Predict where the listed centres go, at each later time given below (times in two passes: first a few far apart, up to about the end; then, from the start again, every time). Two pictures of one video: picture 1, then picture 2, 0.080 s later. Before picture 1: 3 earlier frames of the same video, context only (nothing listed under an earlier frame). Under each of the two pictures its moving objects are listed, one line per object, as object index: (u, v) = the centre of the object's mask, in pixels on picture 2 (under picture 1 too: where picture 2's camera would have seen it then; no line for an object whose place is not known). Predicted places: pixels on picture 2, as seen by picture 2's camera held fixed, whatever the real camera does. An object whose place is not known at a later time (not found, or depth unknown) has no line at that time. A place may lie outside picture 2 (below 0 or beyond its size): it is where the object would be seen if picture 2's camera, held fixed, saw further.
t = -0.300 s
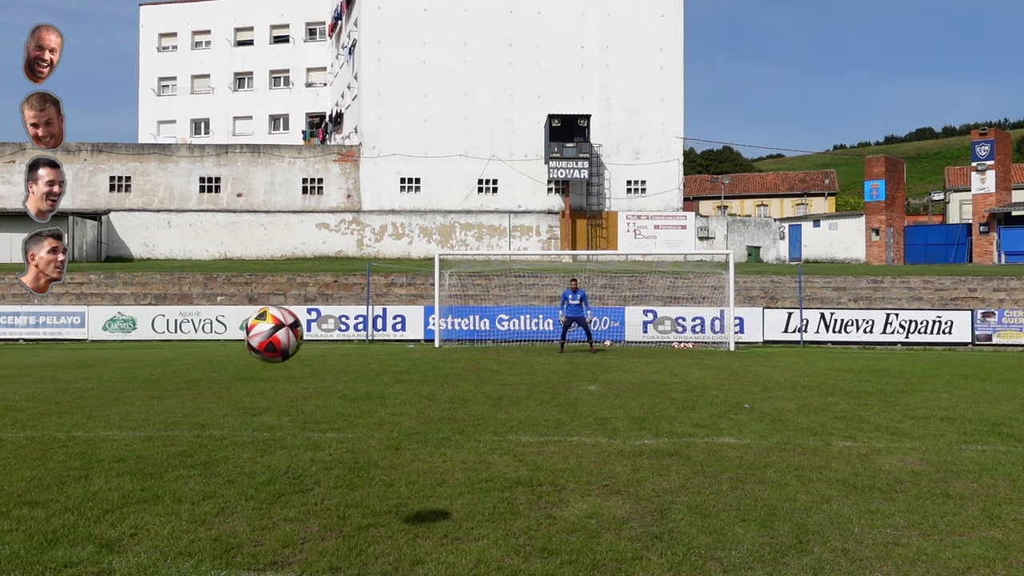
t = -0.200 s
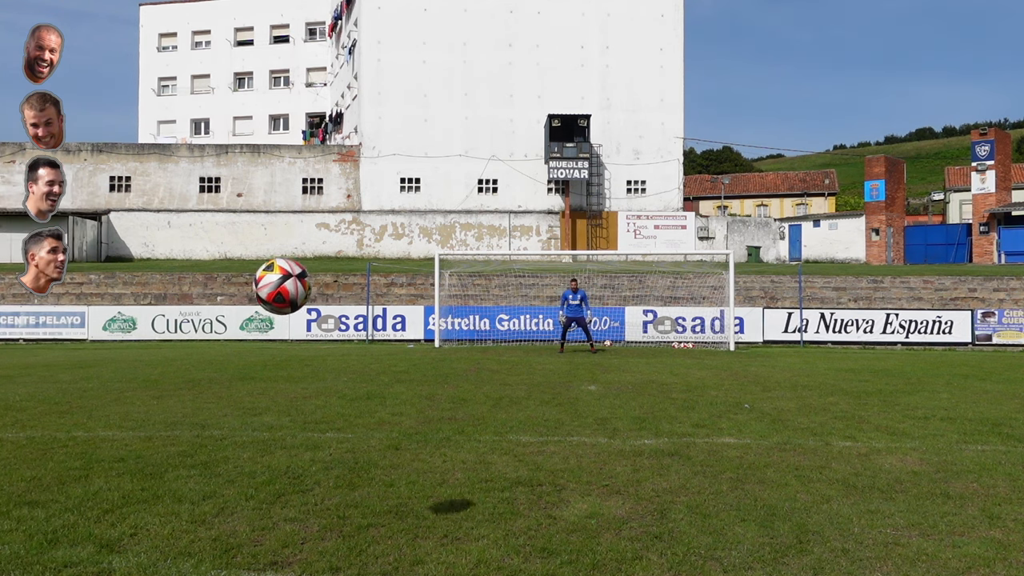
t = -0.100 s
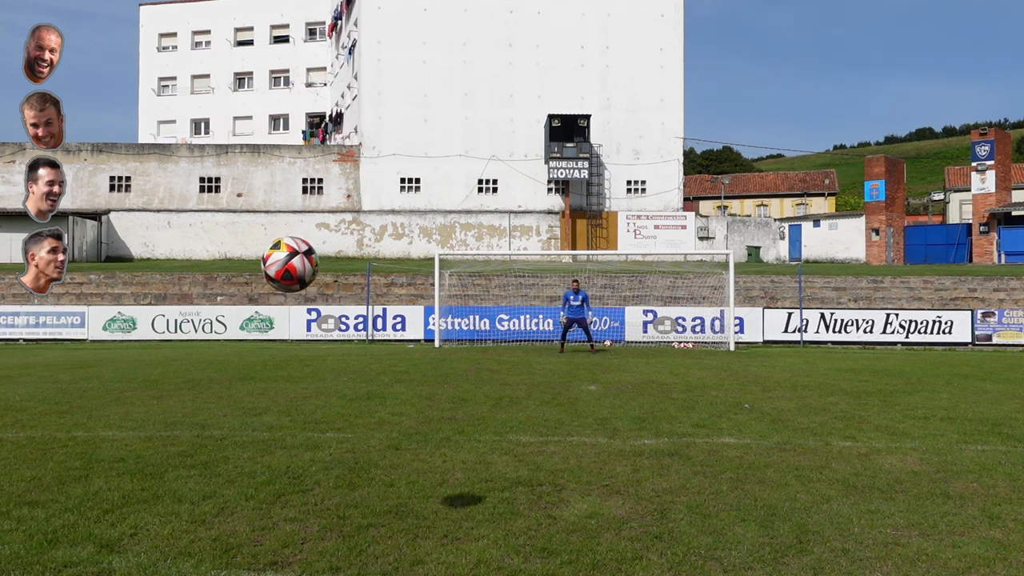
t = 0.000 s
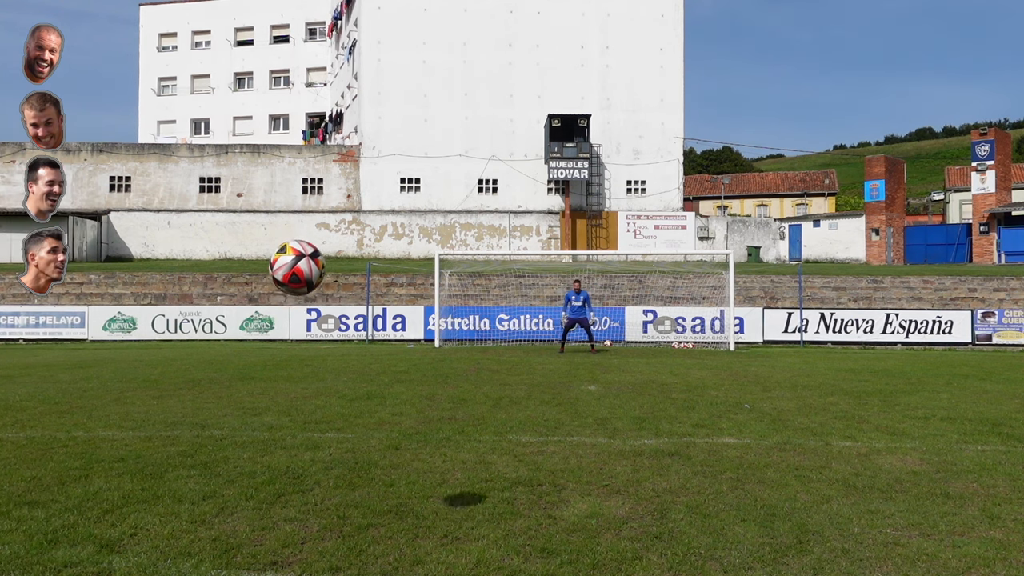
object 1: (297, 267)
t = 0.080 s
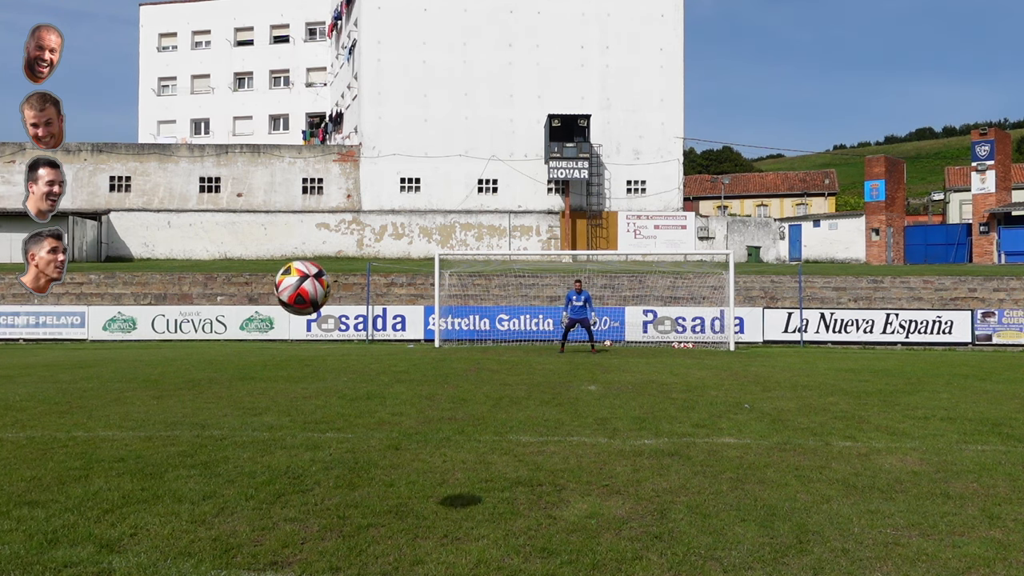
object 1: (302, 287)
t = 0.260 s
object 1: (312, 388)
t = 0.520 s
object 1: (320, 472)
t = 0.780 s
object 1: (318, 377)
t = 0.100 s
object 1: (303, 295)
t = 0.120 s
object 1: (304, 303)
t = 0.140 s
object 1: (306, 313)
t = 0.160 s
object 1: (307, 323)
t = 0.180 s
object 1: (308, 334)
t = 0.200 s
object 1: (309, 346)
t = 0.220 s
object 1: (310, 359)
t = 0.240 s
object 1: (311, 373)
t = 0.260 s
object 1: (312, 388)
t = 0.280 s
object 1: (314, 404)
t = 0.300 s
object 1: (315, 421)
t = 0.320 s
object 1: (316, 438)
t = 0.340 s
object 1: (317, 457)
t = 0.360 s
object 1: (318, 476)
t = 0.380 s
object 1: (319, 497)
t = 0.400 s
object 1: (320, 518)
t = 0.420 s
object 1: (321, 540)
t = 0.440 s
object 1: (321, 534)
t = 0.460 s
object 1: (321, 517)
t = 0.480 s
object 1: (321, 500)
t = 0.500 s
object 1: (321, 486)
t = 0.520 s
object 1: (320, 472)
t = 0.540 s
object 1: (320, 459)
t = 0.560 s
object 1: (320, 447)
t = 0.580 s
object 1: (320, 437)
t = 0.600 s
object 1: (320, 427)
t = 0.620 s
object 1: (320, 418)
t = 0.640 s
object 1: (319, 409)
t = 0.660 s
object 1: (319, 402)
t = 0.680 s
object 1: (319, 395)
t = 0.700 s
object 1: (318, 390)
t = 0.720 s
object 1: (318, 385)
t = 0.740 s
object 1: (318, 382)
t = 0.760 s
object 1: (318, 379)
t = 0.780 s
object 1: (318, 377)
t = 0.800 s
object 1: (317, 376)
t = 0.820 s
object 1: (317, 376)
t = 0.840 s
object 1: (317, 377)
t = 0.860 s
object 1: (317, 379)
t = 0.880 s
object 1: (316, 381)
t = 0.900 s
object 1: (316, 385)
